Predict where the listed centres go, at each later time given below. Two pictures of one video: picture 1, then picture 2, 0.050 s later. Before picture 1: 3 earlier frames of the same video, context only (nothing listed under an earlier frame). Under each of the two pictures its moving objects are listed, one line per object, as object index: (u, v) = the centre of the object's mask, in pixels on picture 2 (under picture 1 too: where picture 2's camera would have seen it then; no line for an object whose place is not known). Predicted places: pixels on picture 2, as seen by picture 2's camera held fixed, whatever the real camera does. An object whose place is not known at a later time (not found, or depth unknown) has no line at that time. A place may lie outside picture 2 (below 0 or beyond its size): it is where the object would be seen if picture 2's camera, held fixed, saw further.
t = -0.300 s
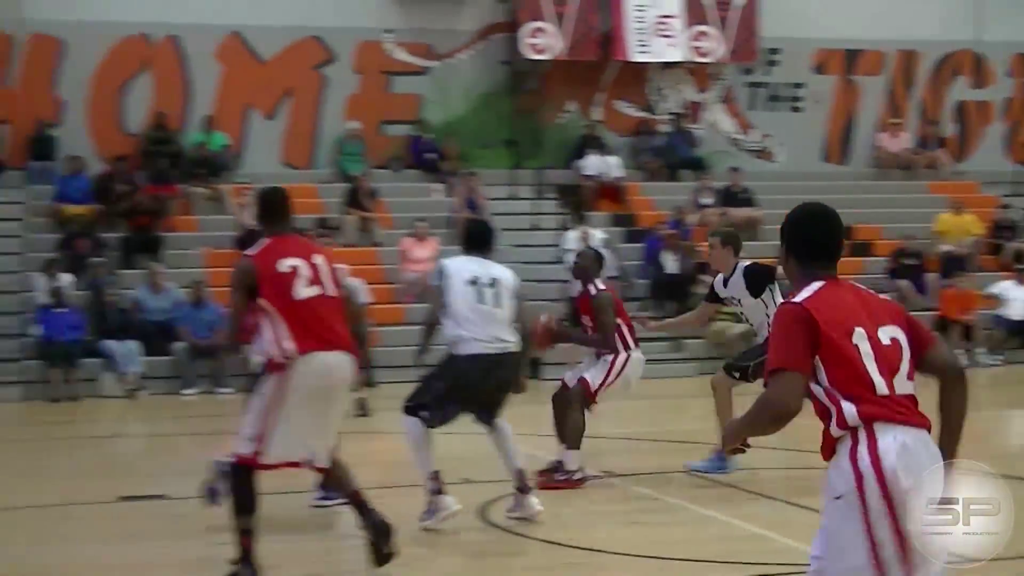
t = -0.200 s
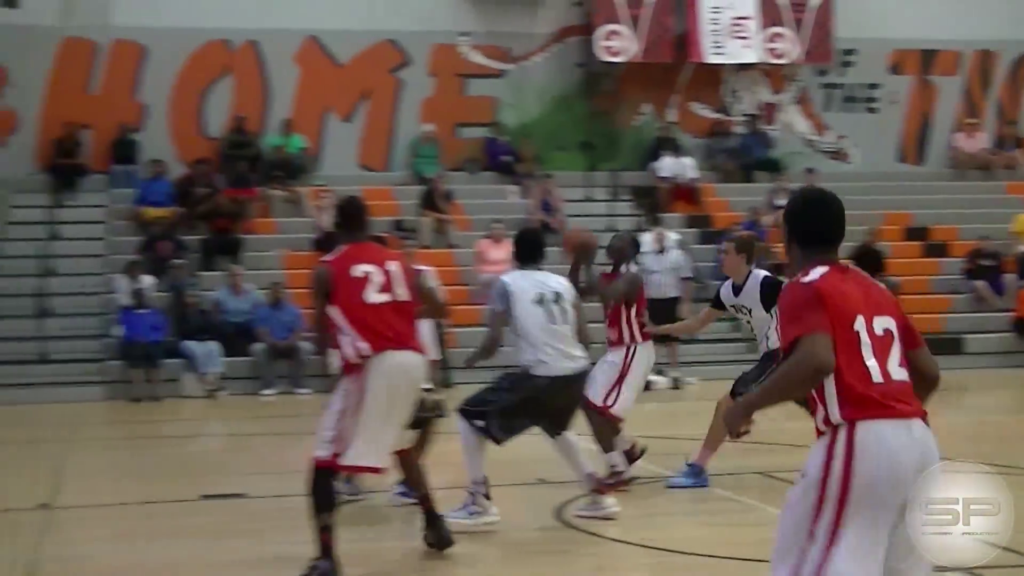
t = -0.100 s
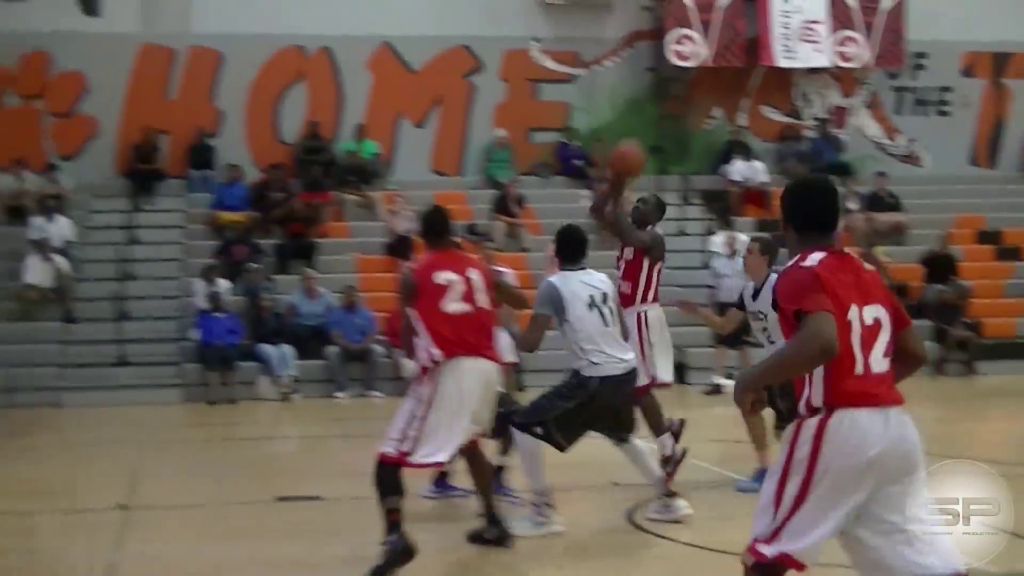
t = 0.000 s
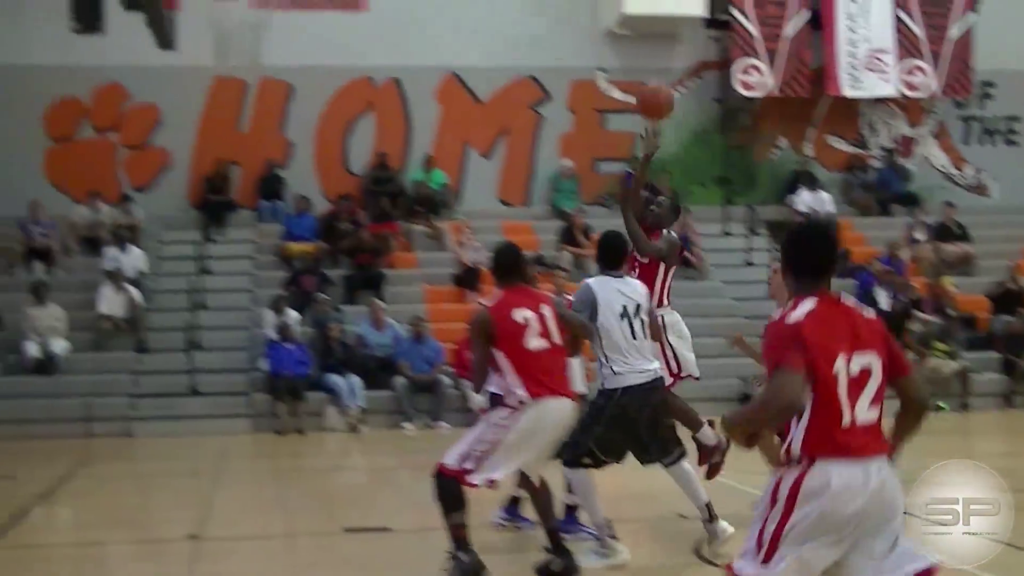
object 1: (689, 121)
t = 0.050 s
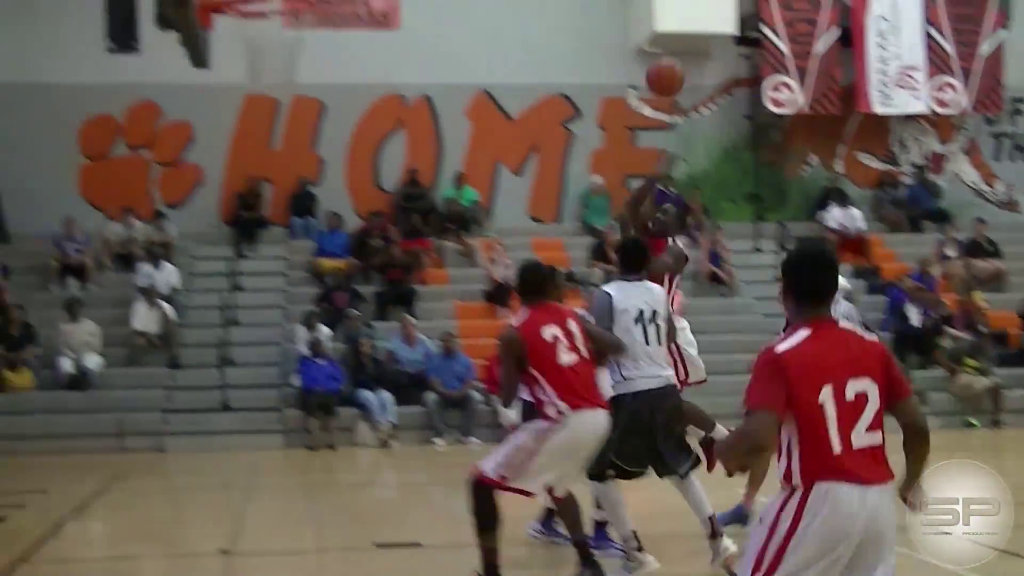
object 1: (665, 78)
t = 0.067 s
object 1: (658, 65)
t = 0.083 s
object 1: (651, 53)
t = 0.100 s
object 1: (644, 42)
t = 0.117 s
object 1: (638, 30)
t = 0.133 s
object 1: (631, 19)
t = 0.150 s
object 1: (624, 8)
